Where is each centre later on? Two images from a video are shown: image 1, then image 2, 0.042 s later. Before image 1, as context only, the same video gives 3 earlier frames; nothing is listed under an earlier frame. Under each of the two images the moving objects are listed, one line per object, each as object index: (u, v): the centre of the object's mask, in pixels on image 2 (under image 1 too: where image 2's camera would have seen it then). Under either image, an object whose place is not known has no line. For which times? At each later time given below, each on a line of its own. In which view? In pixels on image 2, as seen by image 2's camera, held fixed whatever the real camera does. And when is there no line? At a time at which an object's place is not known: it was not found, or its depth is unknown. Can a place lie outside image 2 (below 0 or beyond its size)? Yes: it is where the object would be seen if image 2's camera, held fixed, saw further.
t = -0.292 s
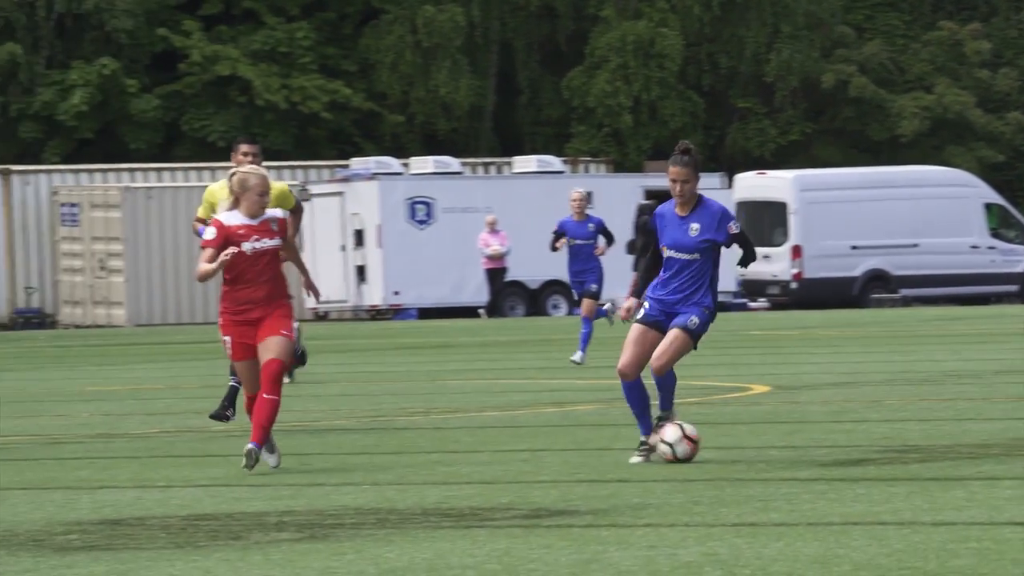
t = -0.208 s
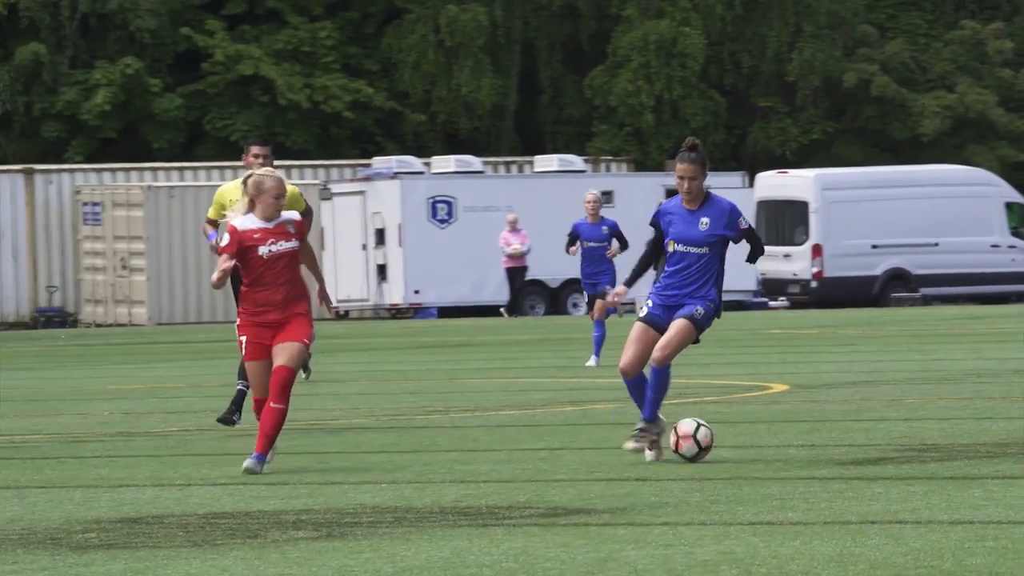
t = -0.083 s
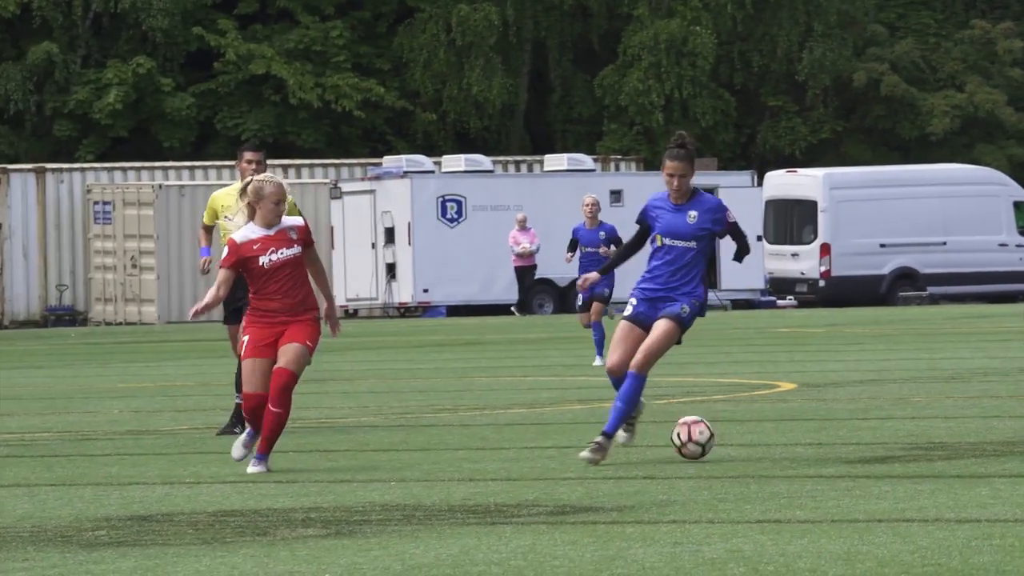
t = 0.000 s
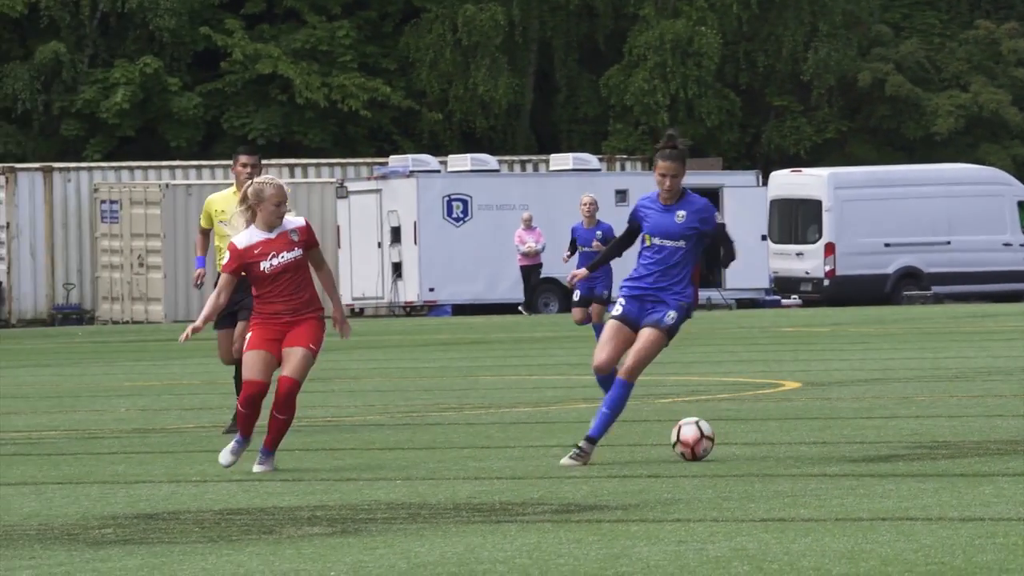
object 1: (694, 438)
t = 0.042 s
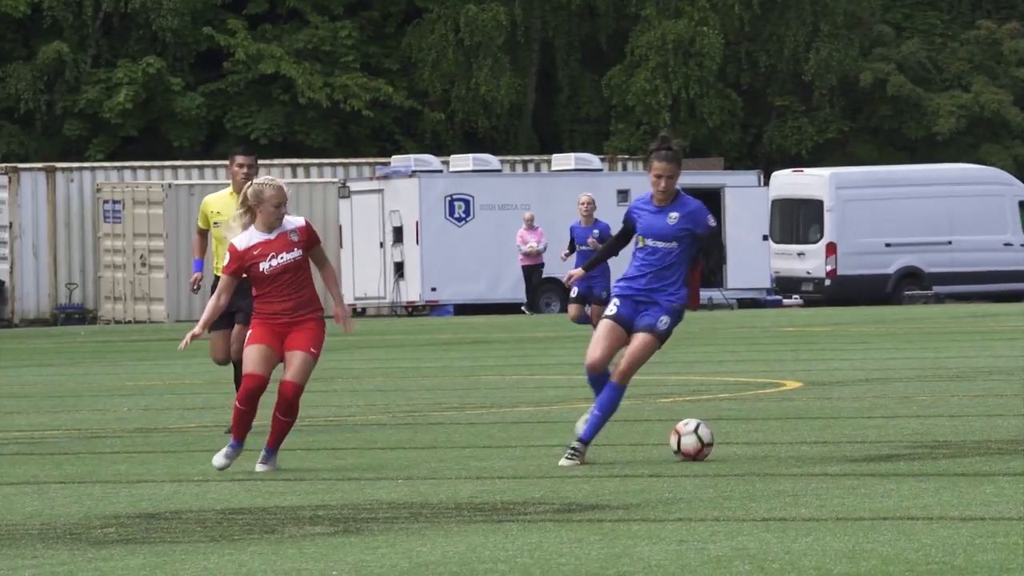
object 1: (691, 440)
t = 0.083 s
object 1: (689, 440)
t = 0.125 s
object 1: (687, 440)
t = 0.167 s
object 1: (685, 440)
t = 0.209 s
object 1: (682, 441)
